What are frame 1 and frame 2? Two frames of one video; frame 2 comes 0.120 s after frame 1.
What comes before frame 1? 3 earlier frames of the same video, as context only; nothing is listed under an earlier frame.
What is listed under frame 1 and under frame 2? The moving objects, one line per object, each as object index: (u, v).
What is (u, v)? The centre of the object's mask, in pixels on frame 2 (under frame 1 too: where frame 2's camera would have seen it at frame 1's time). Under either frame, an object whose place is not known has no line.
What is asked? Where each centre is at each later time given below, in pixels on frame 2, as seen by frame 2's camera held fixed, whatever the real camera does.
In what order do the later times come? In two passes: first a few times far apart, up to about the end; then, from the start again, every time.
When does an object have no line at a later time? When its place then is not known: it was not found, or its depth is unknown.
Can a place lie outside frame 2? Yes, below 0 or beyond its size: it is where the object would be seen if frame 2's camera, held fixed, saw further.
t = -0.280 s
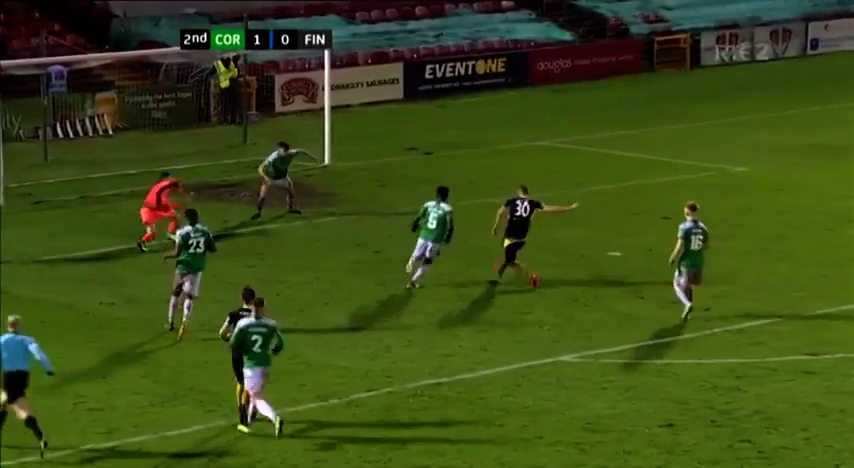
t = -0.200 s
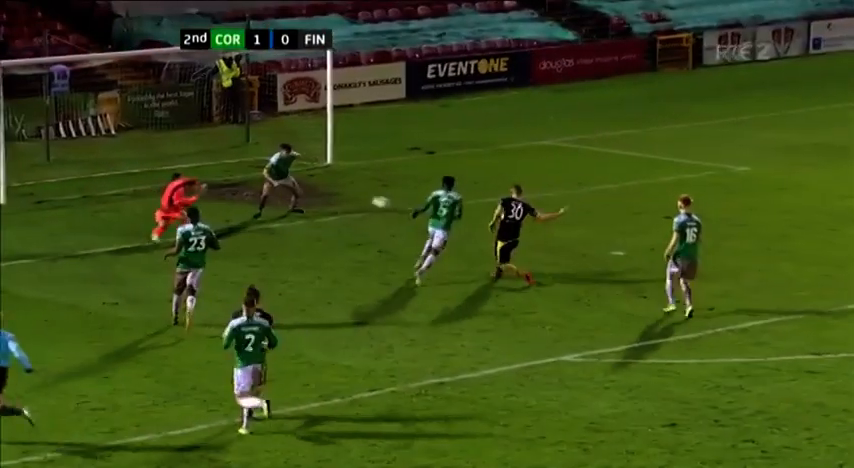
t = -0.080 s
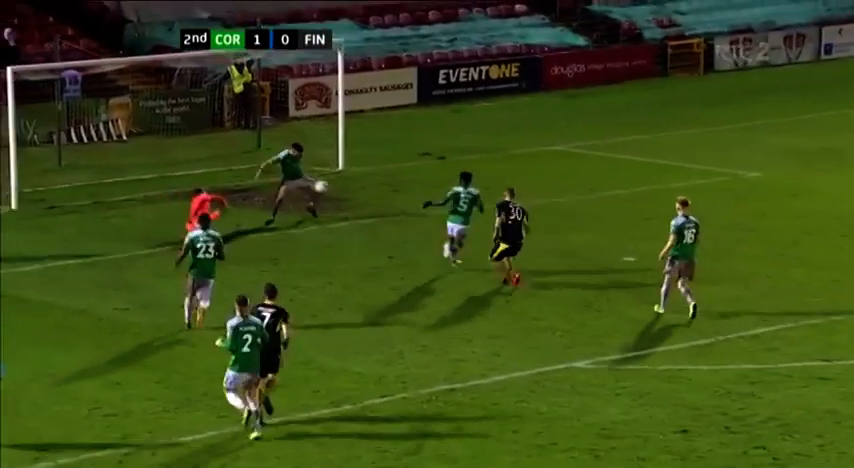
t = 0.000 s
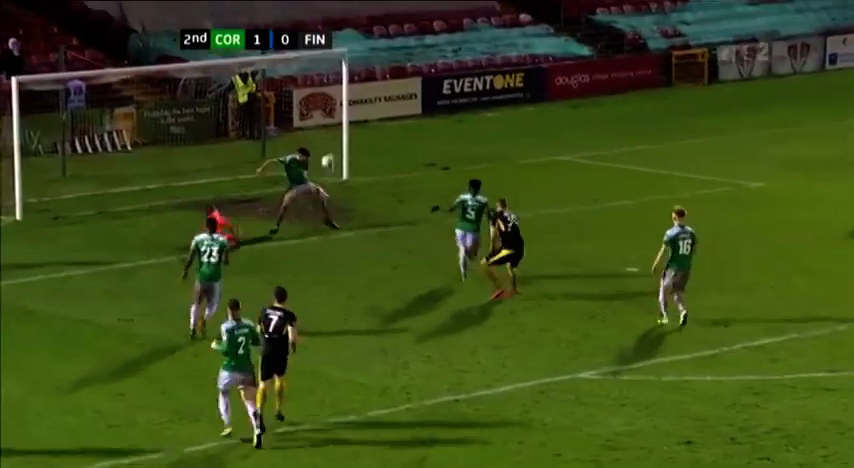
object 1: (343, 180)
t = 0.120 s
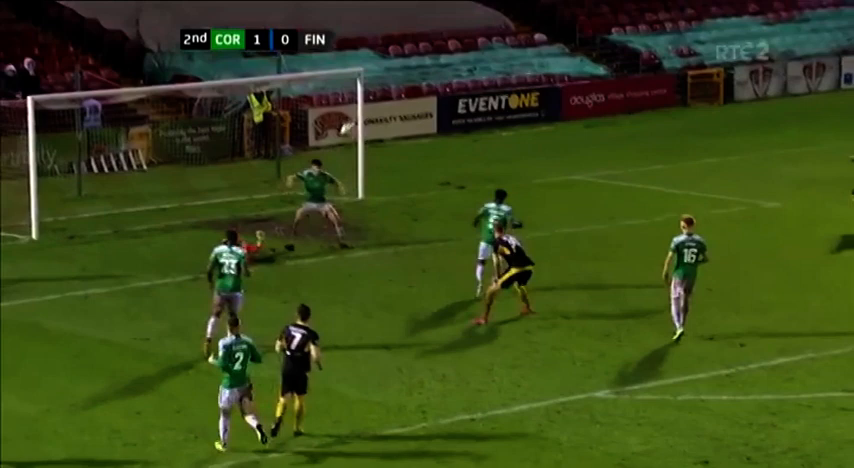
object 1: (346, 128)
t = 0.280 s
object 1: (350, 69)
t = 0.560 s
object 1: (352, -6)
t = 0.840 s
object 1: (349, -43)
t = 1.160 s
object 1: (346, -26)
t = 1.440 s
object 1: (341, 45)
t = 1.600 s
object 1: (336, 110)
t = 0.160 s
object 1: (347, 113)
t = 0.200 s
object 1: (348, 97)
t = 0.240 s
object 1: (349, 84)
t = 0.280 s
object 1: (350, 69)
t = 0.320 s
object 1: (351, 57)
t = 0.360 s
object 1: (352, 44)
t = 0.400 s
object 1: (352, 33)
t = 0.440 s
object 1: (352, 22)
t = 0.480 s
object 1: (352, 12)
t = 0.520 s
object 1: (352, 3)
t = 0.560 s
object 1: (352, -6)
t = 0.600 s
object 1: (352, -13)
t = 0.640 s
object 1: (352, -20)
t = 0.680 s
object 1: (352, -27)
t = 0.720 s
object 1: (351, -32)
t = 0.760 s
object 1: (351, -37)
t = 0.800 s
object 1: (350, -40)
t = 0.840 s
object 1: (349, -43)
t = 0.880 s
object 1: (349, -44)
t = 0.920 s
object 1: (349, -44)
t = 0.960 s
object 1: (348, -44)
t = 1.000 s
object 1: (347, -43)
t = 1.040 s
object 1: (348, -40)
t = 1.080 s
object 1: (347, -37)
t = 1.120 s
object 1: (346, -32)
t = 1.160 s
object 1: (346, -26)
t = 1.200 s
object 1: (345, -19)
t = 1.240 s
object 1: (344, -11)
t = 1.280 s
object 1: (344, -2)
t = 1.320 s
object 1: (343, 8)
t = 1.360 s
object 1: (341, 19)
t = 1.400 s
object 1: (341, 32)
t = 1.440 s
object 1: (341, 45)
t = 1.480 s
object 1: (339, 60)
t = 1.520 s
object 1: (336, 74)
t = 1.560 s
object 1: (336, 93)
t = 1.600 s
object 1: (336, 110)
